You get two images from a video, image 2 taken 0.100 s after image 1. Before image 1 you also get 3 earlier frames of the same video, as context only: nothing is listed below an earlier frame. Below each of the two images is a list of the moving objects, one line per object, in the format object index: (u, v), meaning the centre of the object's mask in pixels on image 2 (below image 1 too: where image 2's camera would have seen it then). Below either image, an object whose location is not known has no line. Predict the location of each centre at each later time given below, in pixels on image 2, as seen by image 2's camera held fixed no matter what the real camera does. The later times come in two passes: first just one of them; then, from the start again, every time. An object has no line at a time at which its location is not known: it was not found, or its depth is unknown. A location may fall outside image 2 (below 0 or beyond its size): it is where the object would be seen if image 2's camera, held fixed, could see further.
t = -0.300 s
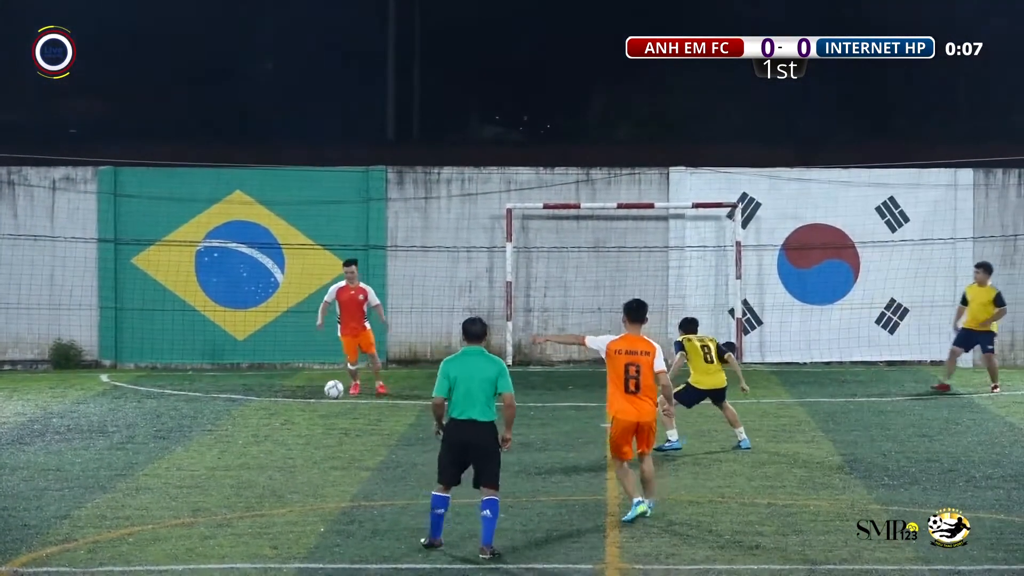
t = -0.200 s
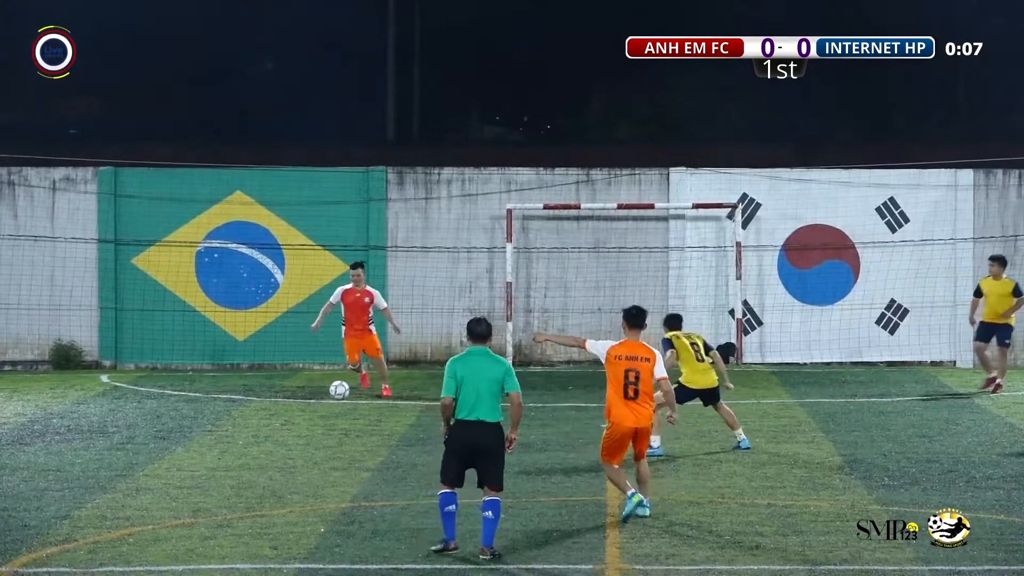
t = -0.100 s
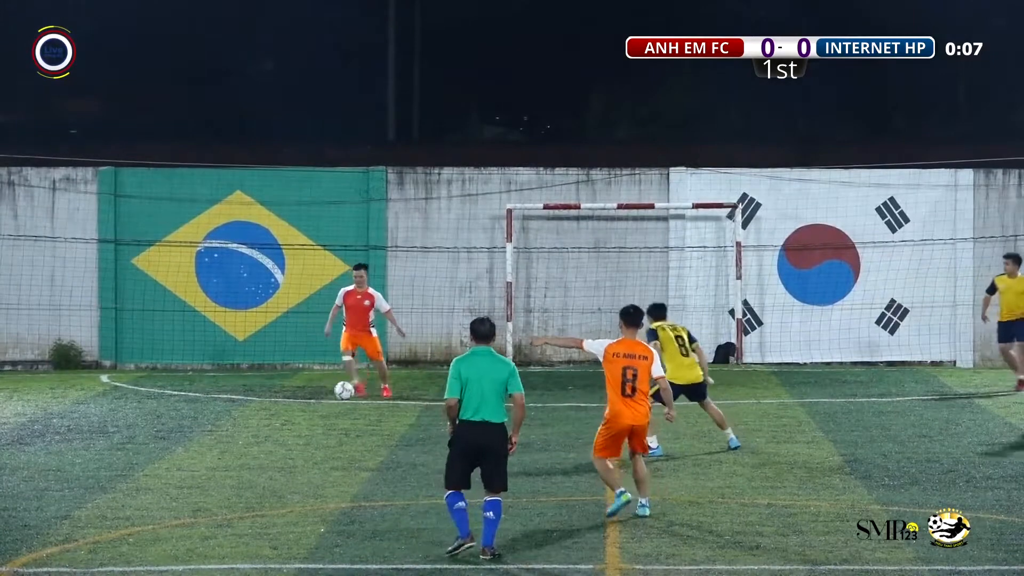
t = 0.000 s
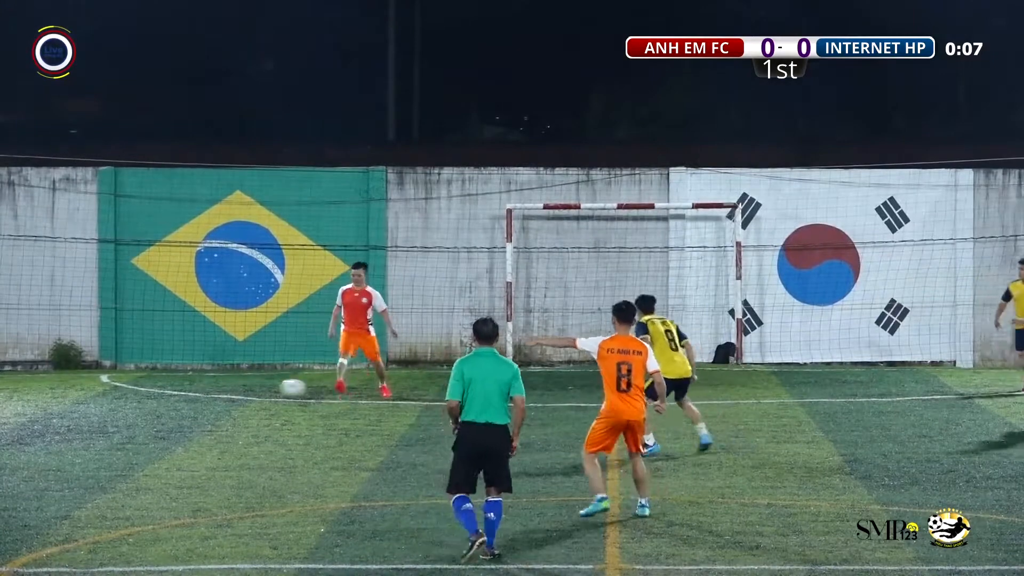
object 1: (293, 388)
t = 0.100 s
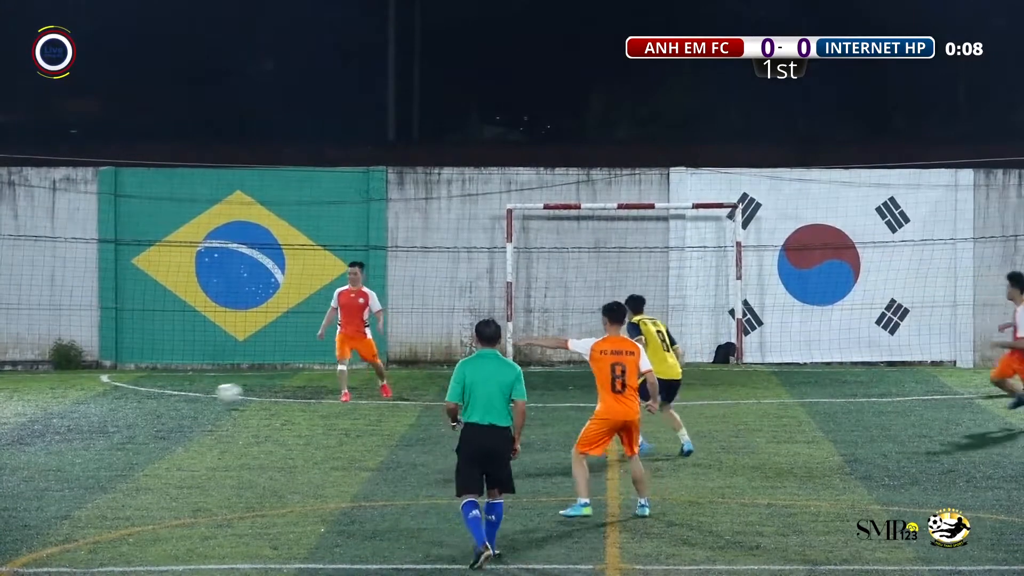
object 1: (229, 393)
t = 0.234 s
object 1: (141, 405)
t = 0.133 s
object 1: (206, 396)
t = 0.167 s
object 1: (184, 401)
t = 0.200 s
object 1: (162, 404)
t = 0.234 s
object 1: (141, 405)
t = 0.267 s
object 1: (119, 407)
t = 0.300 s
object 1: (96, 410)
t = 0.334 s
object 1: (77, 413)
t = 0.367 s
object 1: (55, 414)
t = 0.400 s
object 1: (35, 416)
